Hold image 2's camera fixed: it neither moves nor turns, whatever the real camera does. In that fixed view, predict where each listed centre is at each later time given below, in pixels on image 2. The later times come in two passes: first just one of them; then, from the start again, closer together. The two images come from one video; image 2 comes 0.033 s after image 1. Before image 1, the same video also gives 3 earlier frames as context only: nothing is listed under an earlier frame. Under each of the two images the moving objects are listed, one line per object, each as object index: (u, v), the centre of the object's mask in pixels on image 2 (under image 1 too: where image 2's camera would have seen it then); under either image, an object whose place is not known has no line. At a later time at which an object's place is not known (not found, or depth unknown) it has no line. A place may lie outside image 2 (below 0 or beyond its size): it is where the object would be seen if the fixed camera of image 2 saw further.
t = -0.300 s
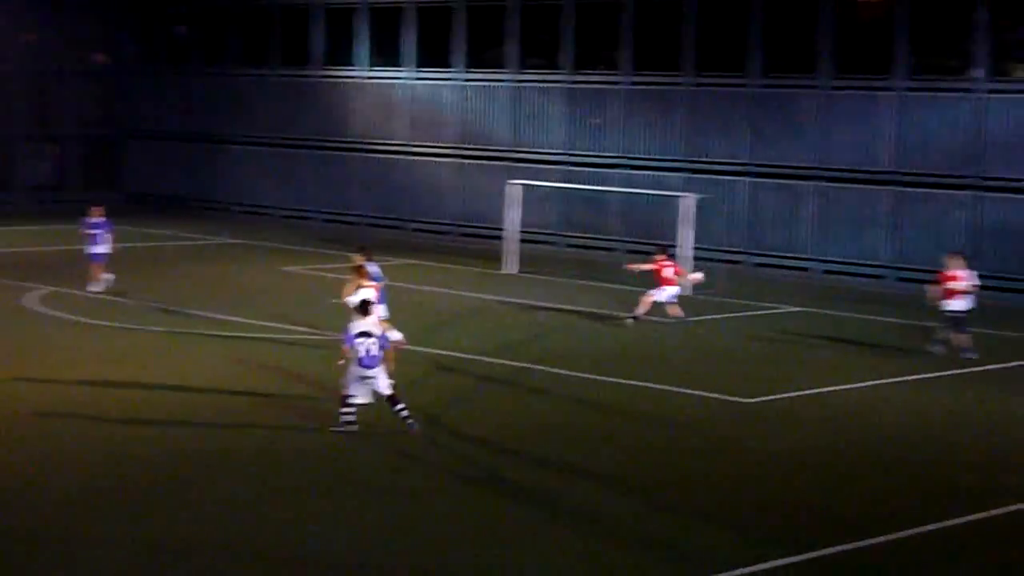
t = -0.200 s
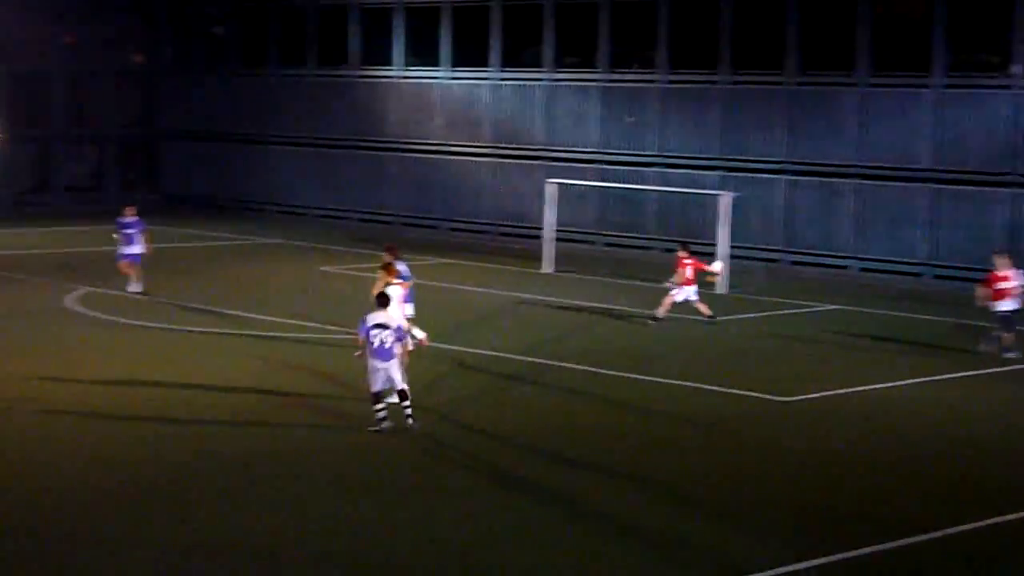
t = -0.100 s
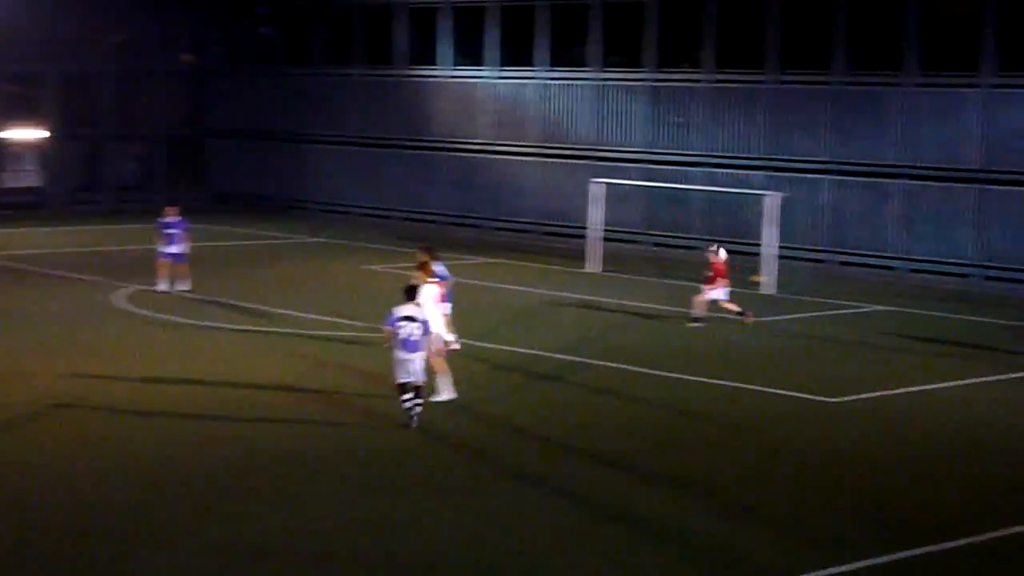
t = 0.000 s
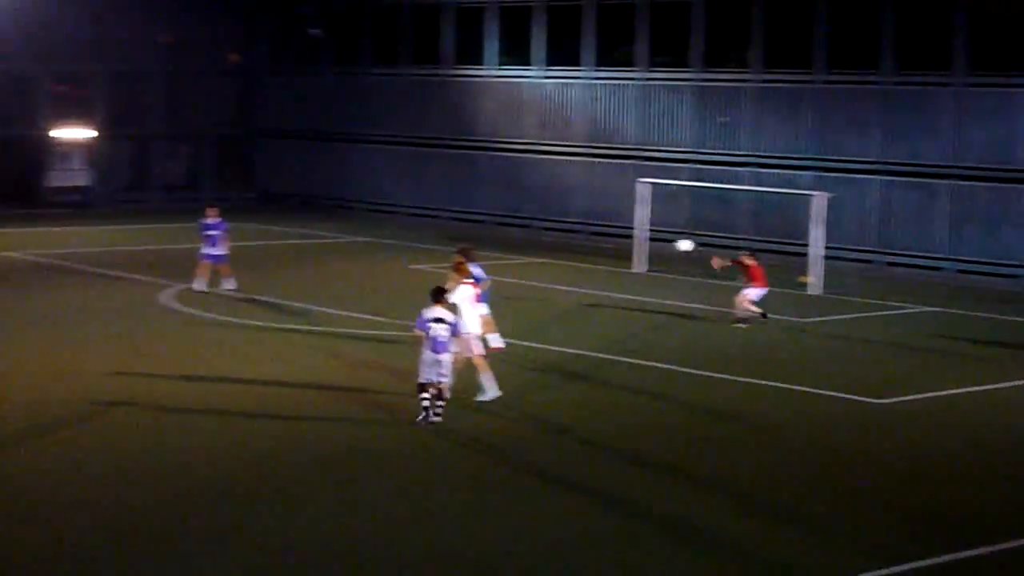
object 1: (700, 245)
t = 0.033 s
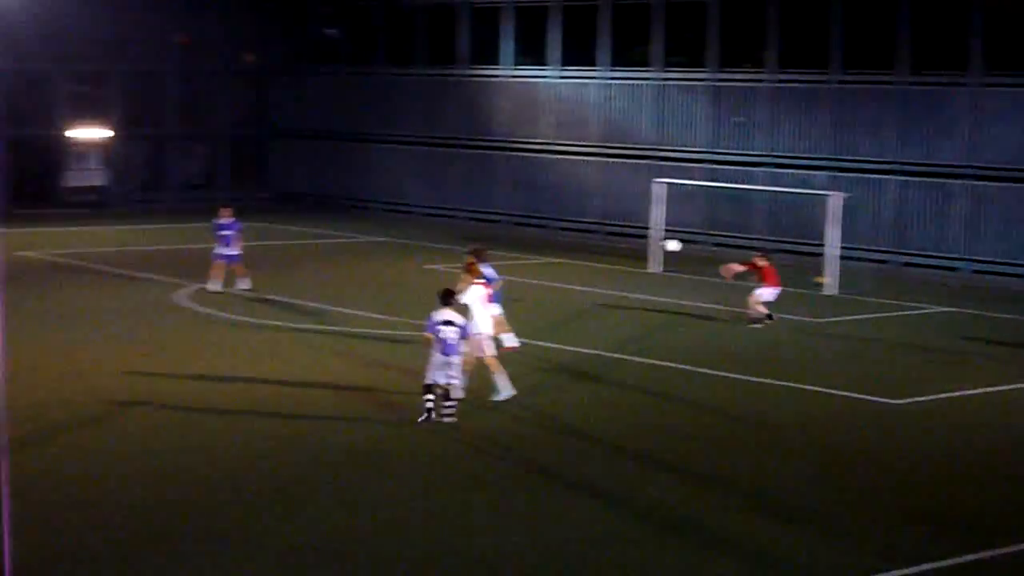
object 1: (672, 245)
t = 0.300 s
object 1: (458, 257)
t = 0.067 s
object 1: (644, 245)
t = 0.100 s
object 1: (616, 246)
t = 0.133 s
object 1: (588, 246)
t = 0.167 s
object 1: (562, 248)
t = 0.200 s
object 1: (535, 250)
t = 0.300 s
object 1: (458, 257)
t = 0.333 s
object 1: (433, 263)
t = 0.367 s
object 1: (404, 266)
